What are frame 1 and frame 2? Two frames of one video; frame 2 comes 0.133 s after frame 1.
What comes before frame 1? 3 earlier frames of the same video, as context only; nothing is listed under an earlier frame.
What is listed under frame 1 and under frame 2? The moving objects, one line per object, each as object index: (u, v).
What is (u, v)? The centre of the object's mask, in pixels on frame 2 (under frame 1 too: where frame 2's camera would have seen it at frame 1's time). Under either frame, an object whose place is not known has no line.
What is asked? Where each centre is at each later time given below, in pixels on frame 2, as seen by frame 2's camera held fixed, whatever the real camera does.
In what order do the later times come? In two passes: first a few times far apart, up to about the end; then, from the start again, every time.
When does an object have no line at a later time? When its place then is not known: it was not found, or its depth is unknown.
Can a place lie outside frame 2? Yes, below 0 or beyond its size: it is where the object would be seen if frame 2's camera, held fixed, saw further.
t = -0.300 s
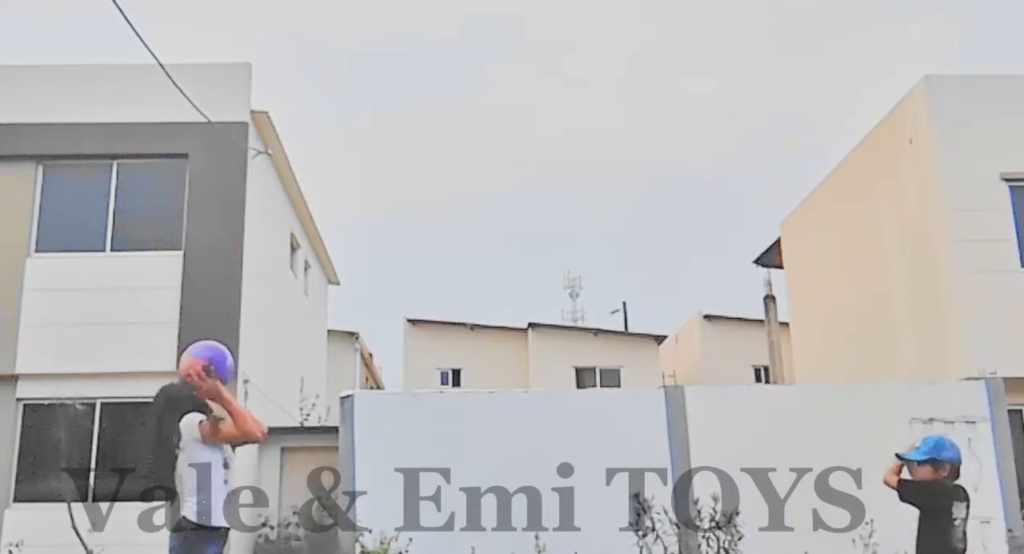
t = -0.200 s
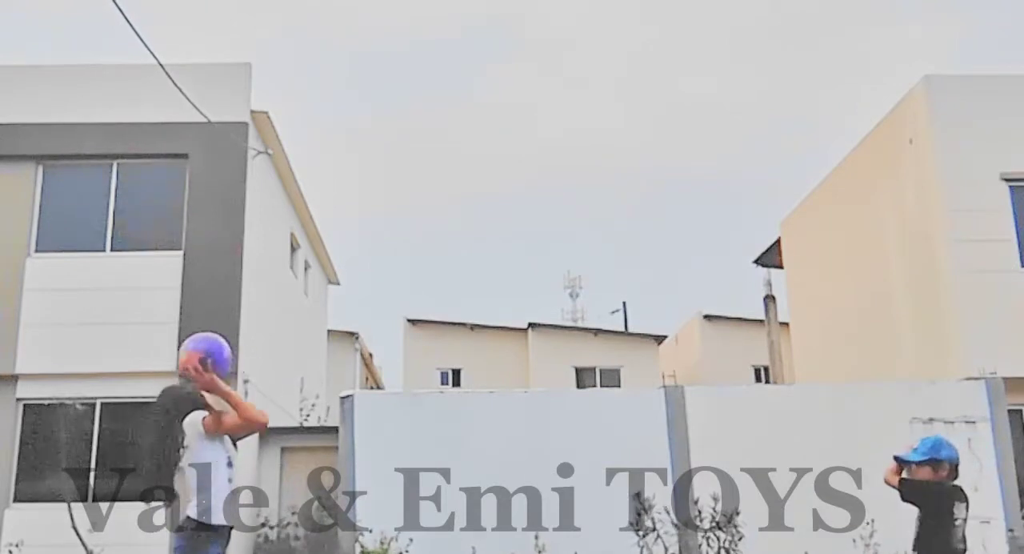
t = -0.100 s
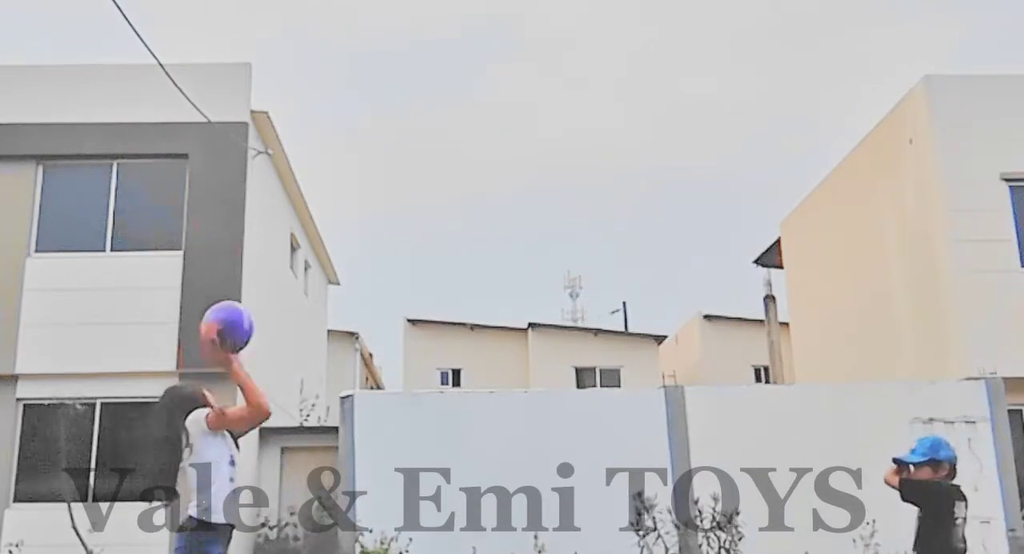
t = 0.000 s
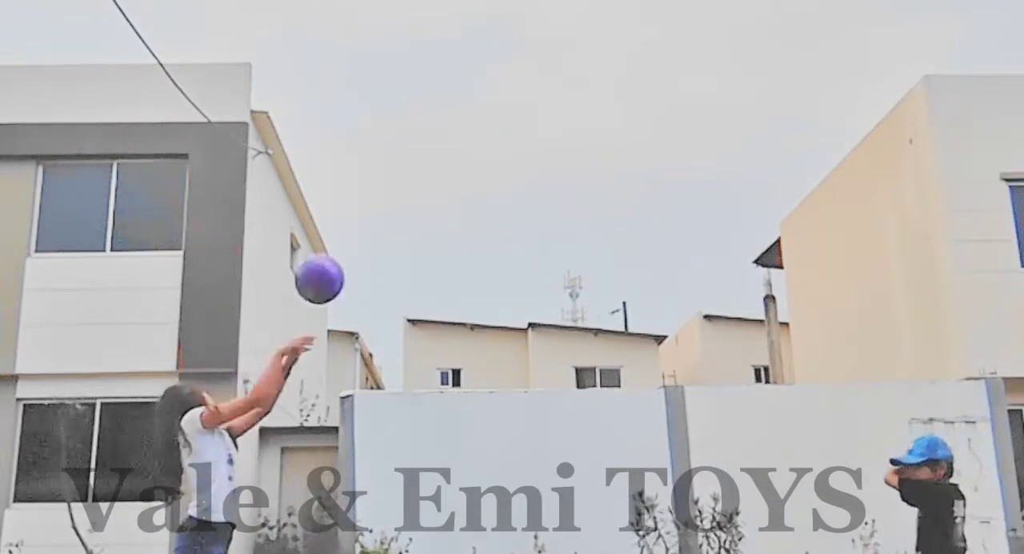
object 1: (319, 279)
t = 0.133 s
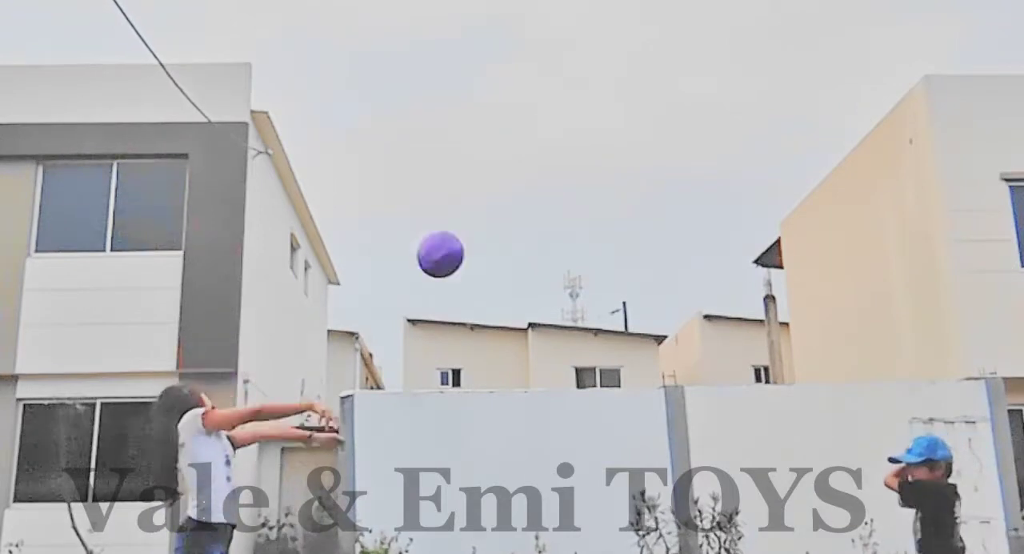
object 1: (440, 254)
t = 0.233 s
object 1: (517, 262)
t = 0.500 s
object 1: (691, 371)
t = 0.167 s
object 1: (467, 254)
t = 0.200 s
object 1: (493, 257)
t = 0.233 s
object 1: (517, 262)
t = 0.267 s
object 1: (541, 268)
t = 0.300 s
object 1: (564, 277)
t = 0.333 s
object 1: (586, 287)
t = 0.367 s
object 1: (609, 300)
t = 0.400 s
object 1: (630, 314)
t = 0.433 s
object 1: (651, 331)
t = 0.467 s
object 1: (671, 350)
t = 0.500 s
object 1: (691, 371)
